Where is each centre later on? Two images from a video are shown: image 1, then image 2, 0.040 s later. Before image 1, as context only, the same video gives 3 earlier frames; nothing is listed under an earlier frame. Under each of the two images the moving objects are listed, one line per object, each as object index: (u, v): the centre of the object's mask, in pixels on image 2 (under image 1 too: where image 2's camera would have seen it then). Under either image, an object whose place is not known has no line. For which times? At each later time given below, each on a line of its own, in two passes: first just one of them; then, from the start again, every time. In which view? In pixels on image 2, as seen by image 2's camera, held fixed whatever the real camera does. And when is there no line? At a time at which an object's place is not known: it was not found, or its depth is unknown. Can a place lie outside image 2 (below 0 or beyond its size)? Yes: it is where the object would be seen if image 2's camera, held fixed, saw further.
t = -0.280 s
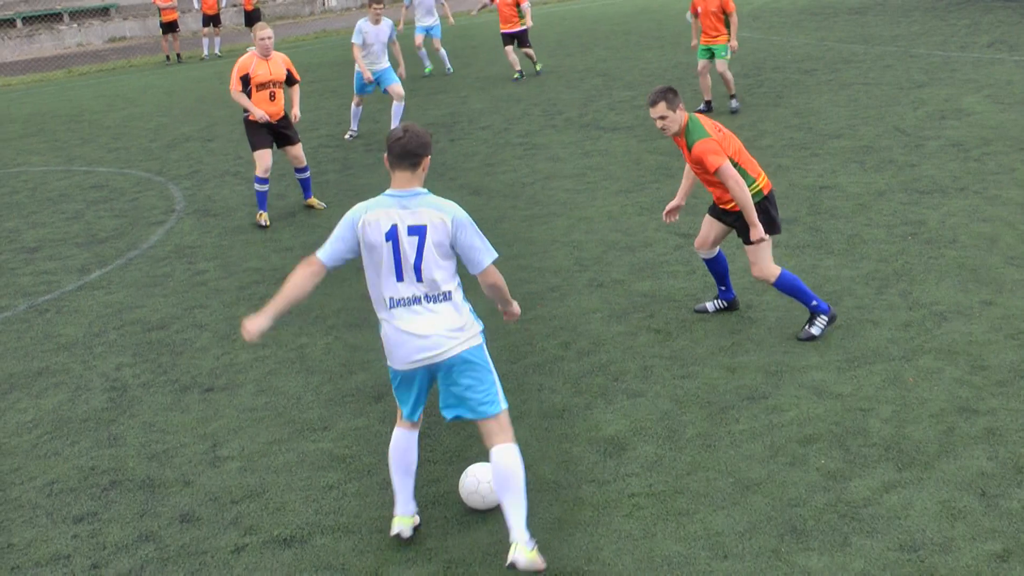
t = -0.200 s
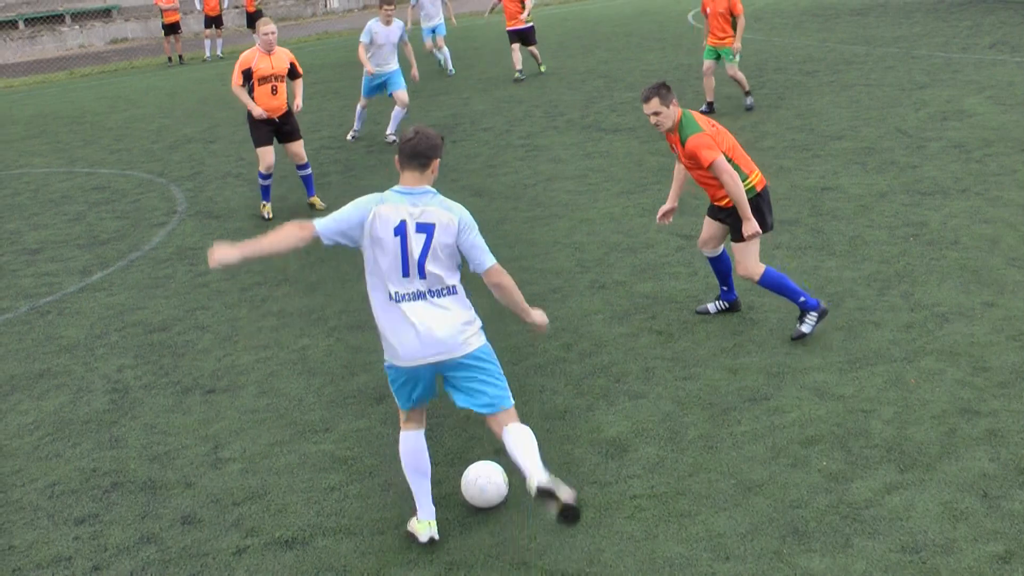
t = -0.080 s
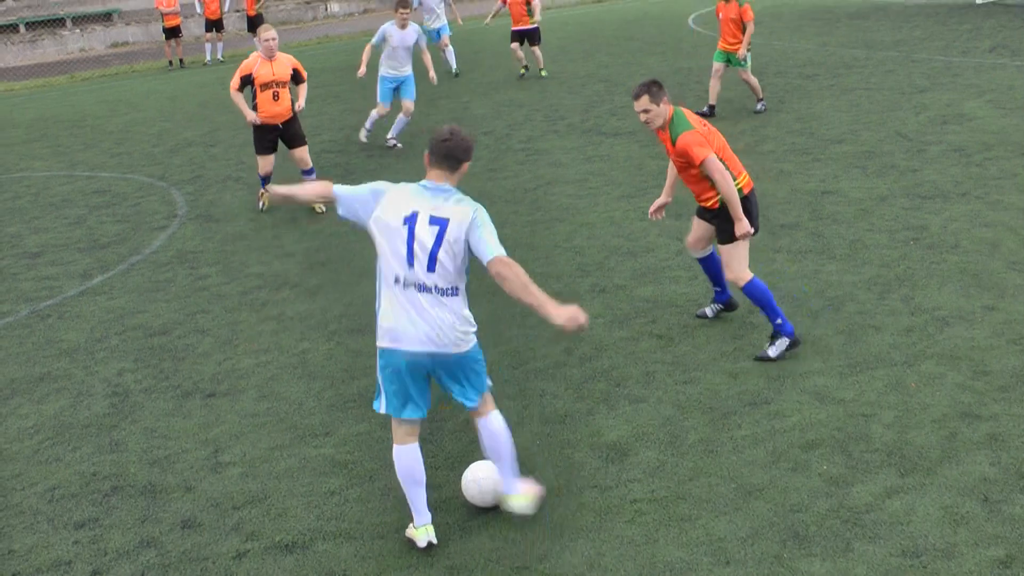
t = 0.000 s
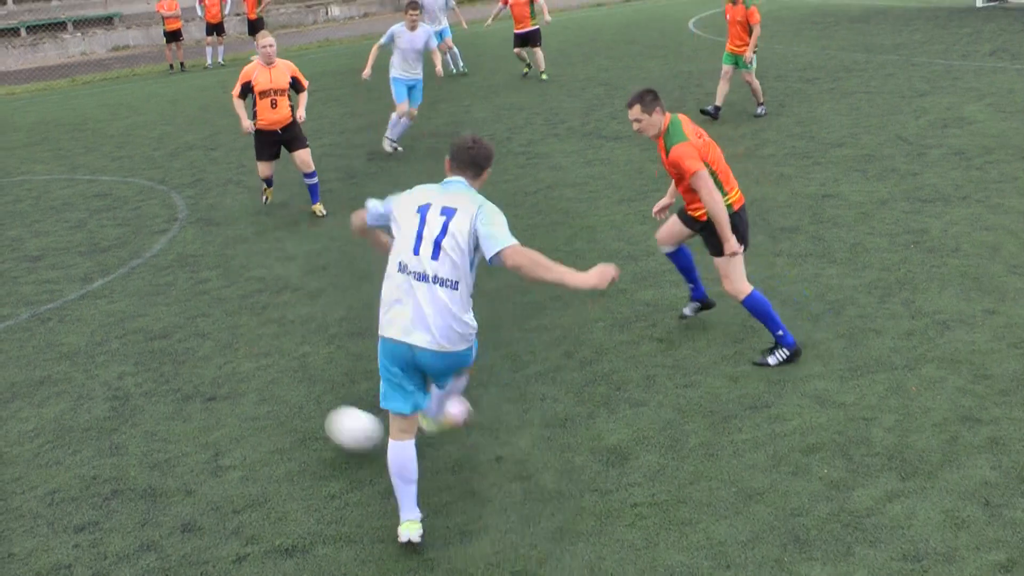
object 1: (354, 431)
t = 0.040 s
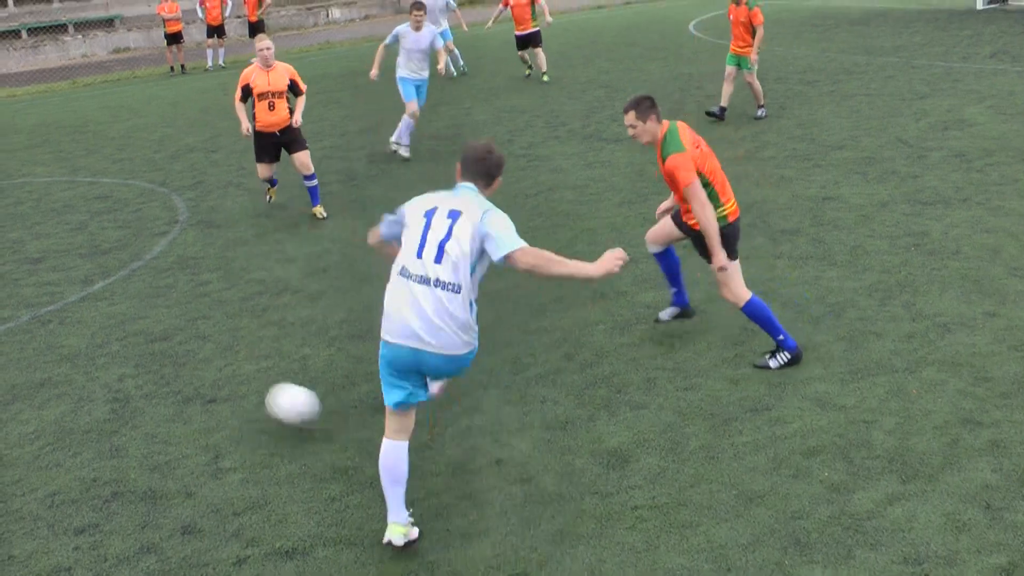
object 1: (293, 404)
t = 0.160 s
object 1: (147, 357)
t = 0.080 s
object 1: (237, 383)
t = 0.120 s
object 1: (189, 368)
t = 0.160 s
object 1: (147, 357)
